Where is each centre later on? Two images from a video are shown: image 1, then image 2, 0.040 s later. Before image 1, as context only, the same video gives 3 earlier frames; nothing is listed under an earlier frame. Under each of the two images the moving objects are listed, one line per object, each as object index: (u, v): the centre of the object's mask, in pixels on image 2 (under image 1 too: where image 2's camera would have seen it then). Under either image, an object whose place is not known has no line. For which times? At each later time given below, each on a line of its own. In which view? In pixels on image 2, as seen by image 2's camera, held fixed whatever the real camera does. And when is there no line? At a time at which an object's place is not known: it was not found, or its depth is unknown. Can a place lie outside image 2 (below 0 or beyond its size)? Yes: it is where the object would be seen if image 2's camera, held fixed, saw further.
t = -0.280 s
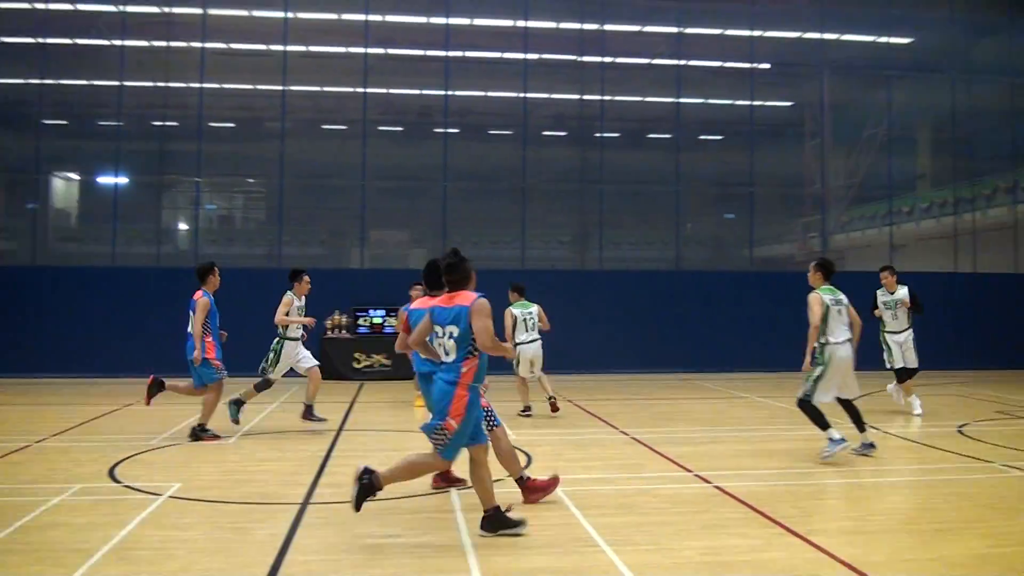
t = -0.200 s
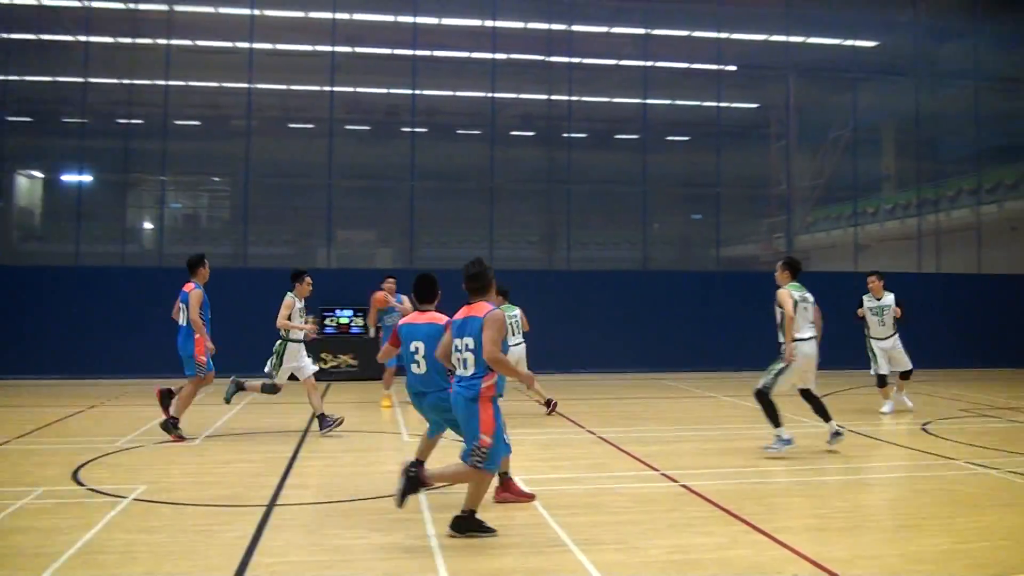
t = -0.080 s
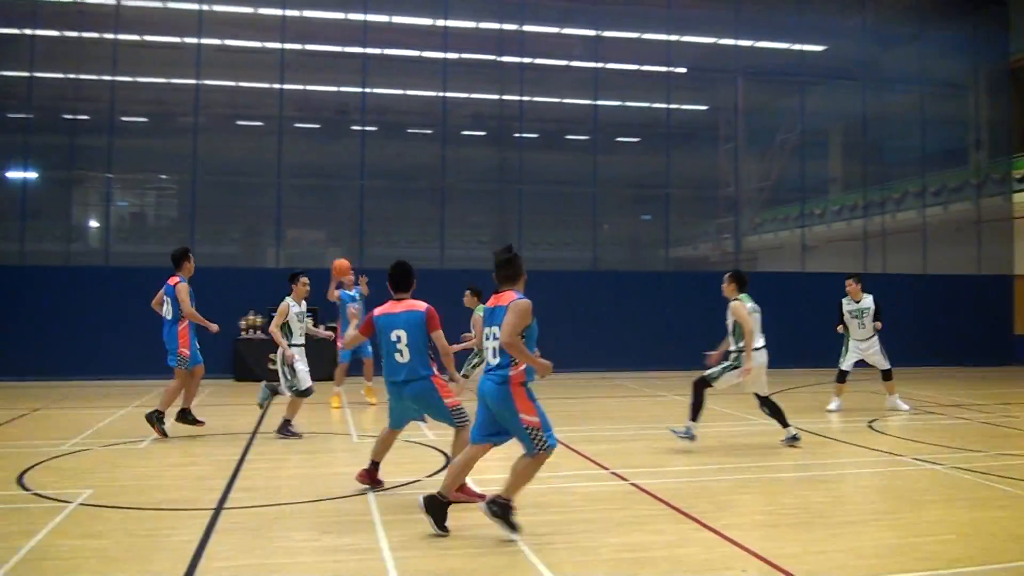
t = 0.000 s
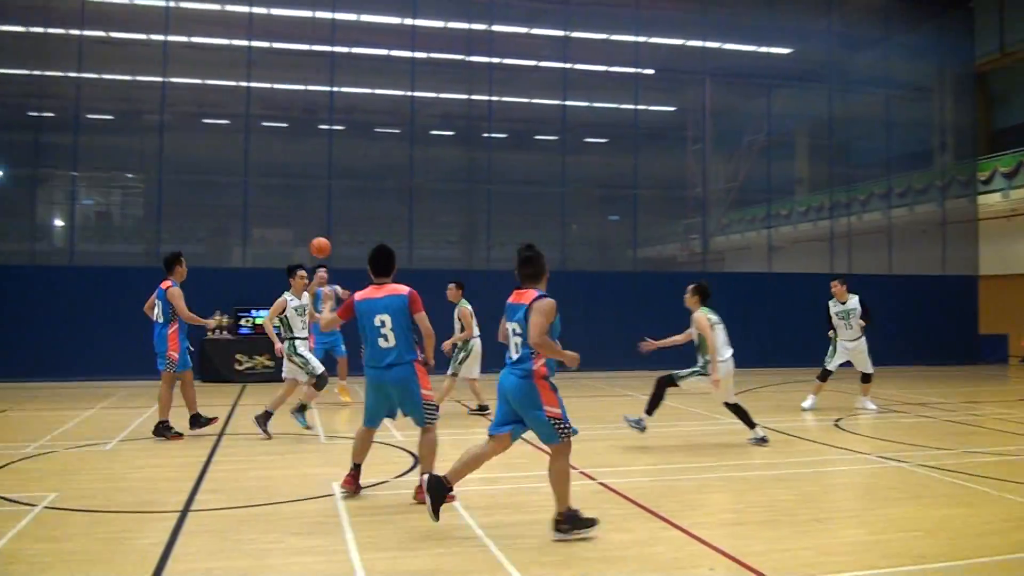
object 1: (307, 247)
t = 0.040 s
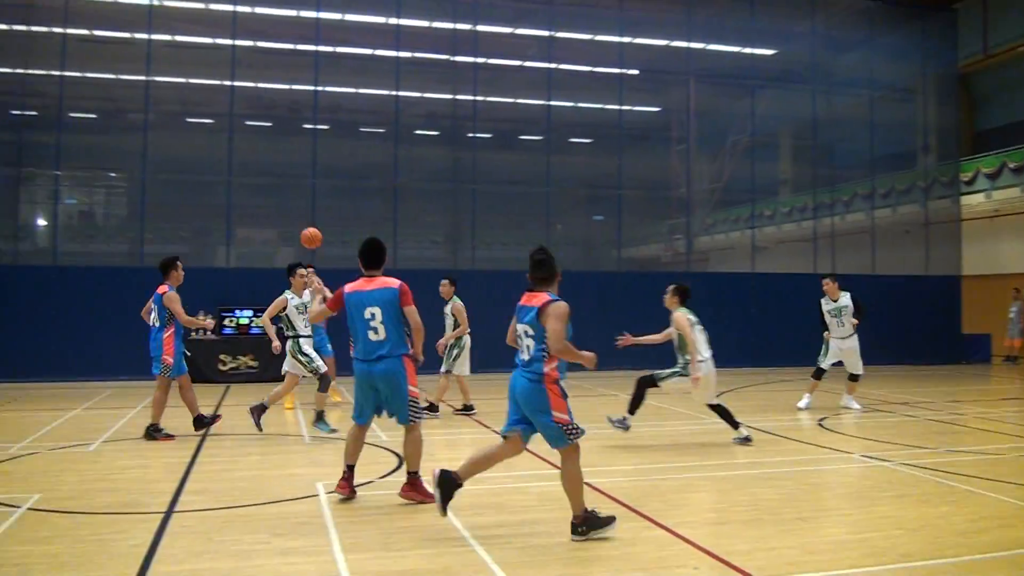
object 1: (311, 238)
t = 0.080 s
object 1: (315, 230)
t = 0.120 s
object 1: (319, 223)
